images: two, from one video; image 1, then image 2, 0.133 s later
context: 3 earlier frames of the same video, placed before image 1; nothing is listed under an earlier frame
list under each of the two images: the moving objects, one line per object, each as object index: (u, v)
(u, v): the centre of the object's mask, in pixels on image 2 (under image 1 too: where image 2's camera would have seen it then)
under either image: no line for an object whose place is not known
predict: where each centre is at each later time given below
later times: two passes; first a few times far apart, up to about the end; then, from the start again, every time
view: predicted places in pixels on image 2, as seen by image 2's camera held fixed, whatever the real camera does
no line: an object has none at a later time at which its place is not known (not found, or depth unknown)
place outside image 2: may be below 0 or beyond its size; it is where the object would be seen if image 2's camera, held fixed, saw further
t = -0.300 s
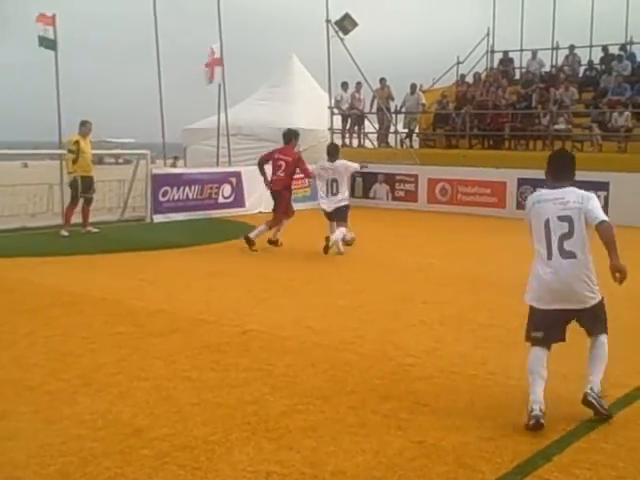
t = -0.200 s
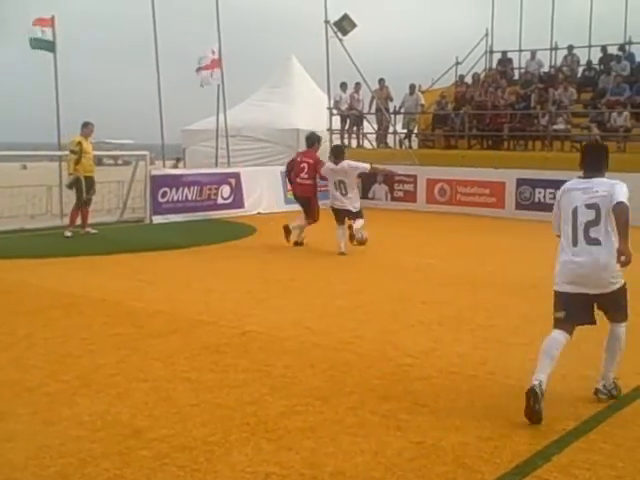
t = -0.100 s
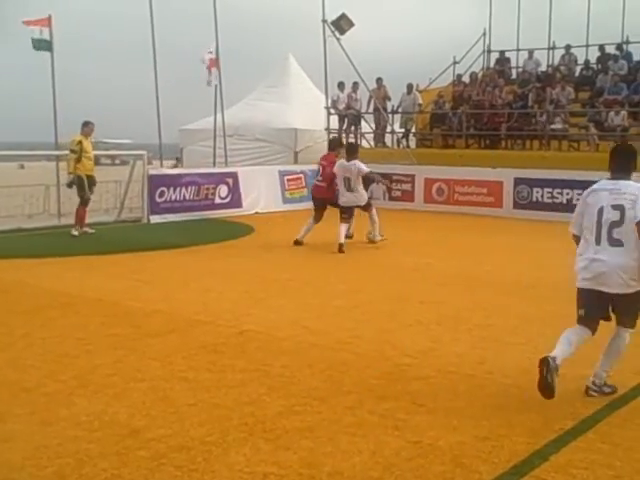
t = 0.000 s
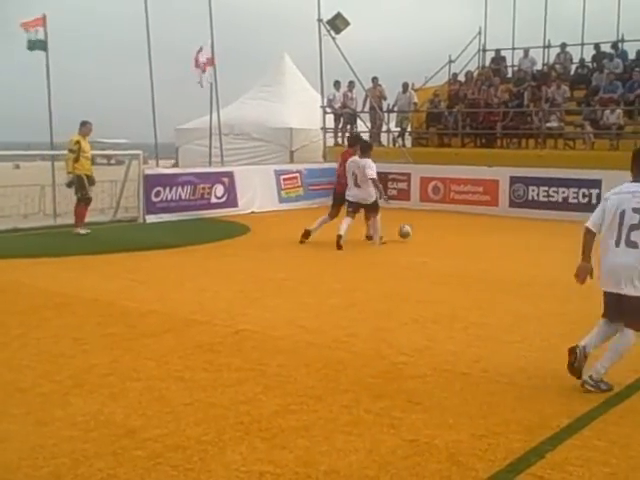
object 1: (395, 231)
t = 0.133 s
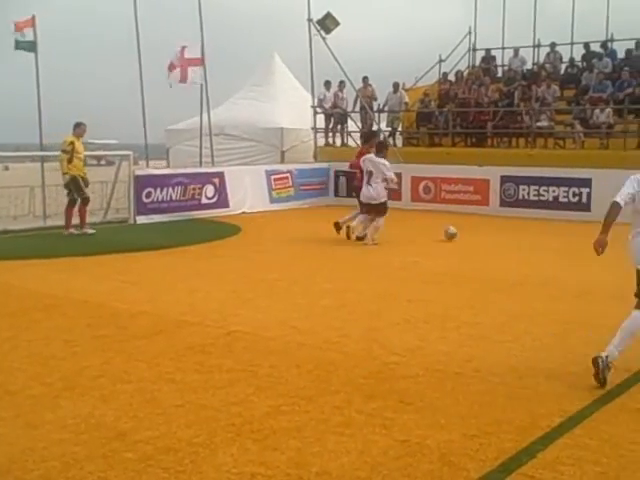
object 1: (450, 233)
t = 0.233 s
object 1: (485, 231)
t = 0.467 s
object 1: (559, 231)
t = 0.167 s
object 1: (462, 235)
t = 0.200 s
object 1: (473, 233)
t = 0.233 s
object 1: (485, 231)
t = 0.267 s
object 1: (495, 231)
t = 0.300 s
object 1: (506, 231)
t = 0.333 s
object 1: (517, 232)
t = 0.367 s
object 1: (528, 233)
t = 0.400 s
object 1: (538, 234)
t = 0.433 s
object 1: (549, 232)
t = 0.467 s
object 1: (559, 231)
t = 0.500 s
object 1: (570, 230)
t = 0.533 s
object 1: (581, 231)
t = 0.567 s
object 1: (591, 233)
